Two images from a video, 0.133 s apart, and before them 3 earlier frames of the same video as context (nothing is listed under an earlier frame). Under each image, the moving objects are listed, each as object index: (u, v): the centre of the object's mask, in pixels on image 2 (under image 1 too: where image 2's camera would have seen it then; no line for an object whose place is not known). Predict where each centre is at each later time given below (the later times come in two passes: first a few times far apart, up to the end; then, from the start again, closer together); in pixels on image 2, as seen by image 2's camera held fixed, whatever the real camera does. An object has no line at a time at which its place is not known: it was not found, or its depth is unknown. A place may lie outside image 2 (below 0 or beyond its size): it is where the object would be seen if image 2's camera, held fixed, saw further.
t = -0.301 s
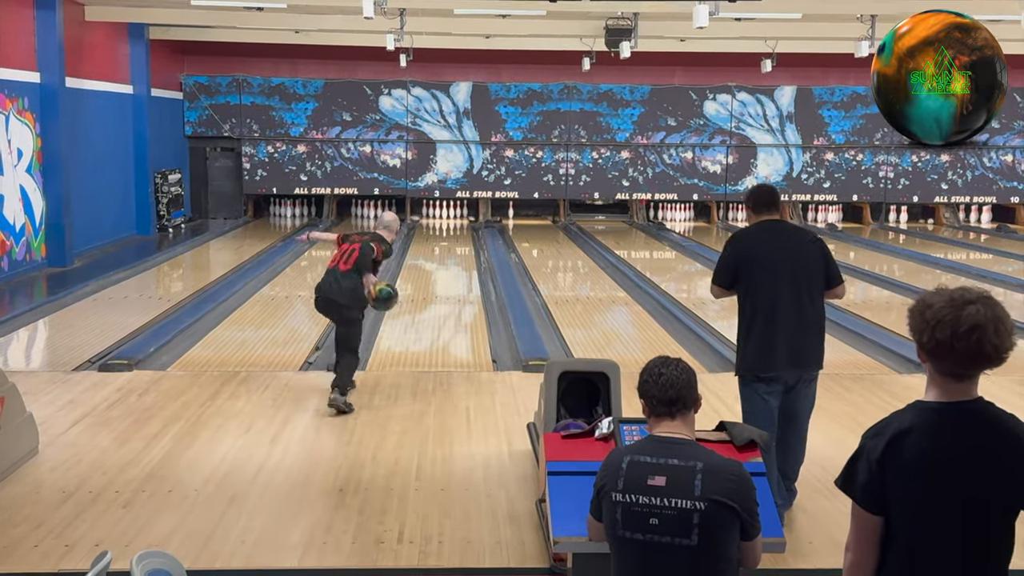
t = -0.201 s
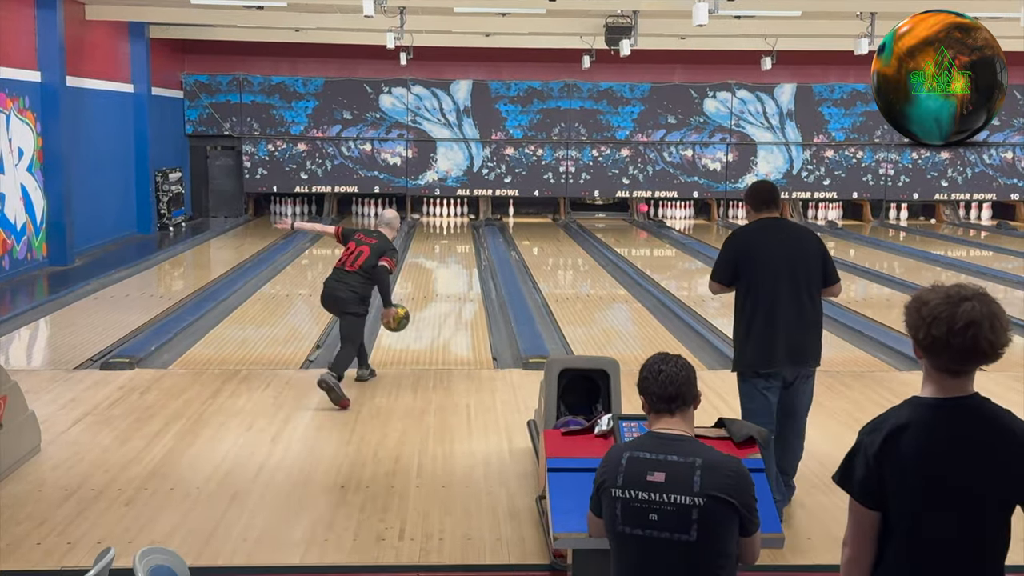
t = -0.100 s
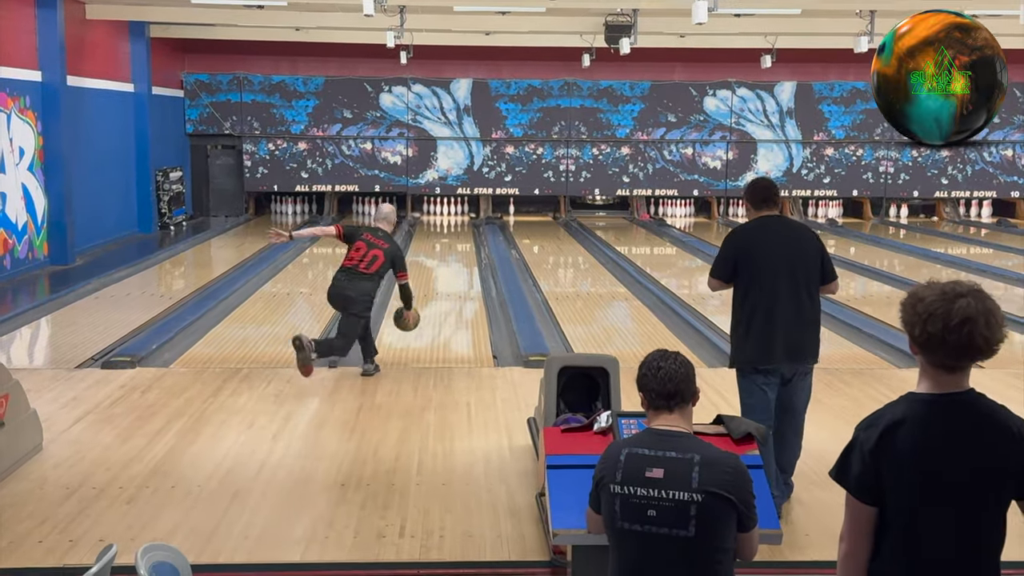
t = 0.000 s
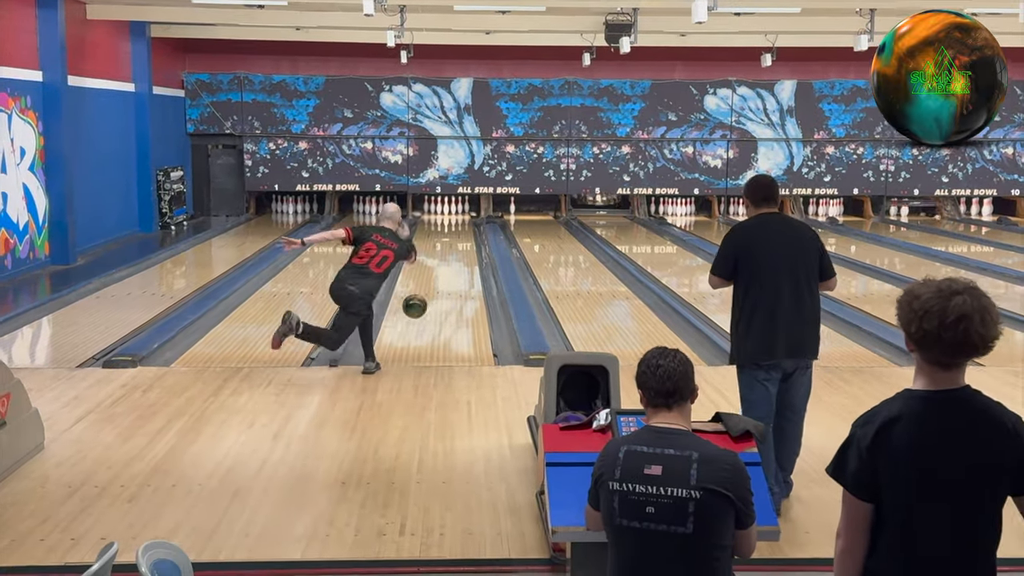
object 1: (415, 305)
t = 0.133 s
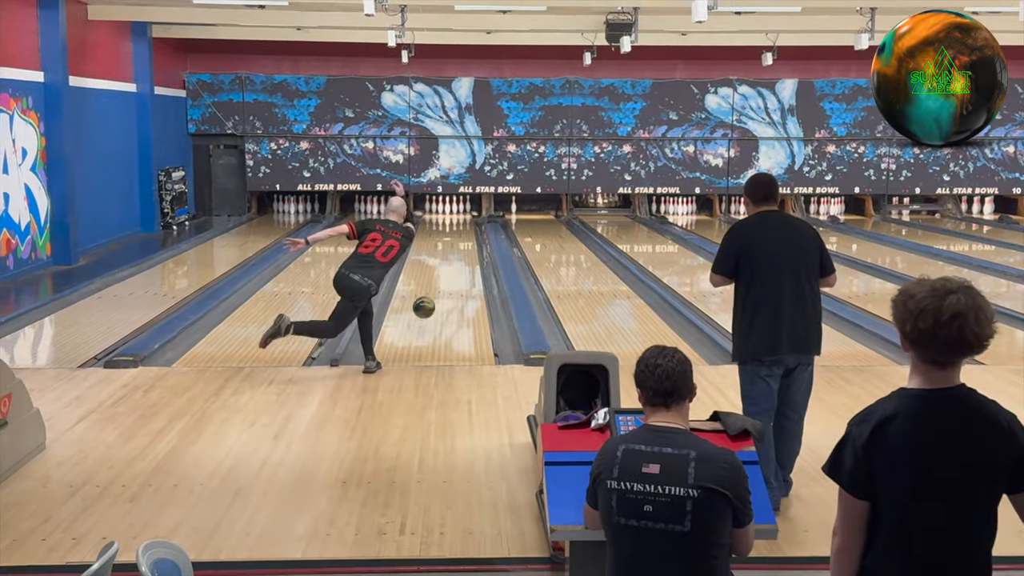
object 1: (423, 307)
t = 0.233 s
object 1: (429, 307)
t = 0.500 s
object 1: (440, 283)
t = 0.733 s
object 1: (447, 266)
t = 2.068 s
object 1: (457, 215)
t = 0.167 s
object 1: (425, 310)
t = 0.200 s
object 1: (427, 312)
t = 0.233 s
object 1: (429, 307)
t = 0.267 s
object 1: (431, 303)
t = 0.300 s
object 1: (432, 301)
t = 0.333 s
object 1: (433, 298)
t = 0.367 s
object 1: (435, 295)
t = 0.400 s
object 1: (436, 292)
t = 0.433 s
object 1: (438, 289)
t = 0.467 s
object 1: (439, 286)
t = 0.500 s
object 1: (440, 283)
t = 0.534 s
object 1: (441, 280)
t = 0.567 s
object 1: (442, 278)
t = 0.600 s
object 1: (444, 276)
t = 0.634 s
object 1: (444, 273)
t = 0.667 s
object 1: (446, 271)
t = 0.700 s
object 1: (447, 268)
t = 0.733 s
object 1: (447, 266)
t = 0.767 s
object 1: (448, 264)
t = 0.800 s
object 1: (449, 262)
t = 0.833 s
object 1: (450, 260)
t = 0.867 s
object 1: (451, 258)
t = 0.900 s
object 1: (451, 256)
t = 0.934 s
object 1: (452, 254)
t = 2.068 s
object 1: (457, 215)
